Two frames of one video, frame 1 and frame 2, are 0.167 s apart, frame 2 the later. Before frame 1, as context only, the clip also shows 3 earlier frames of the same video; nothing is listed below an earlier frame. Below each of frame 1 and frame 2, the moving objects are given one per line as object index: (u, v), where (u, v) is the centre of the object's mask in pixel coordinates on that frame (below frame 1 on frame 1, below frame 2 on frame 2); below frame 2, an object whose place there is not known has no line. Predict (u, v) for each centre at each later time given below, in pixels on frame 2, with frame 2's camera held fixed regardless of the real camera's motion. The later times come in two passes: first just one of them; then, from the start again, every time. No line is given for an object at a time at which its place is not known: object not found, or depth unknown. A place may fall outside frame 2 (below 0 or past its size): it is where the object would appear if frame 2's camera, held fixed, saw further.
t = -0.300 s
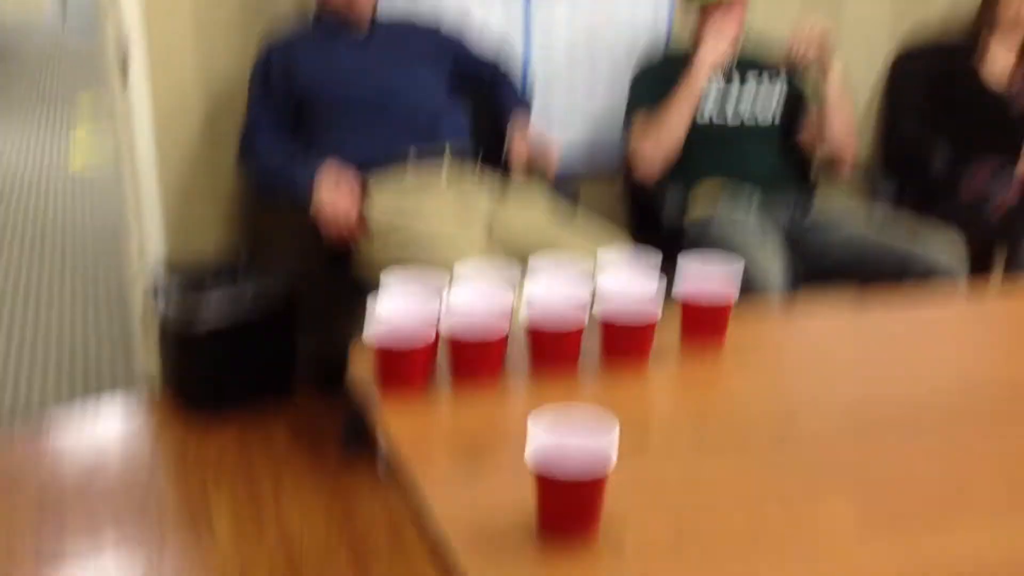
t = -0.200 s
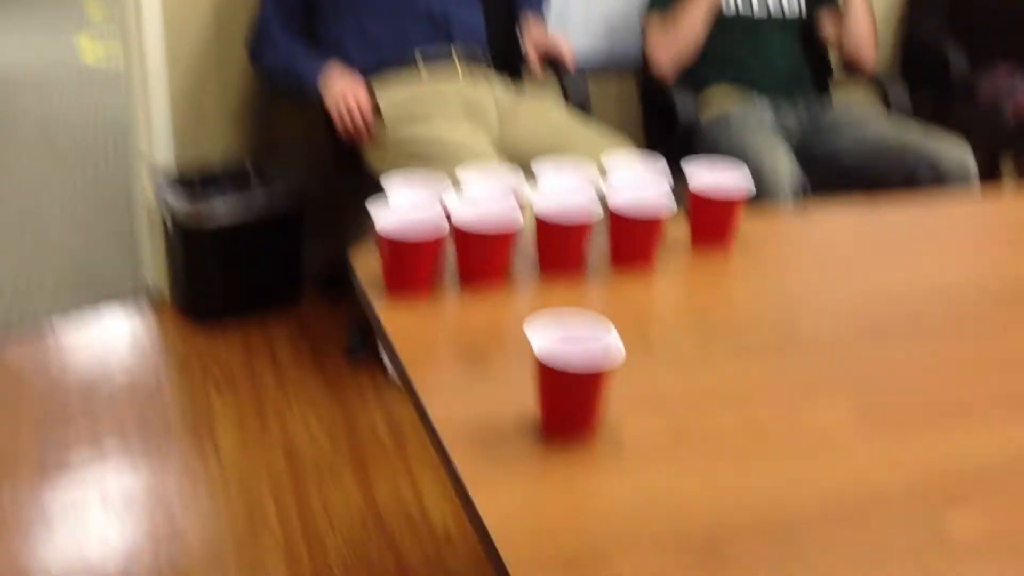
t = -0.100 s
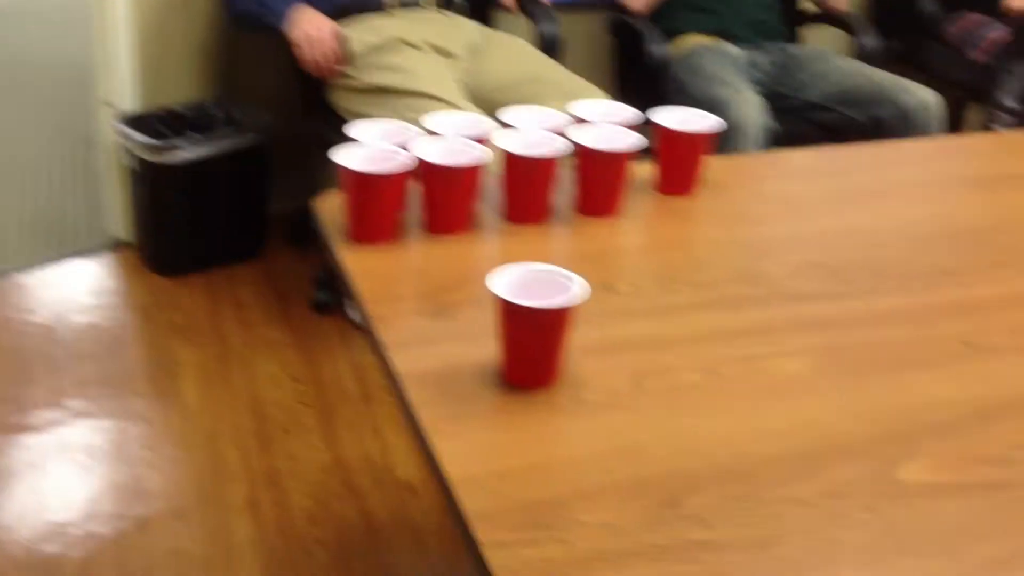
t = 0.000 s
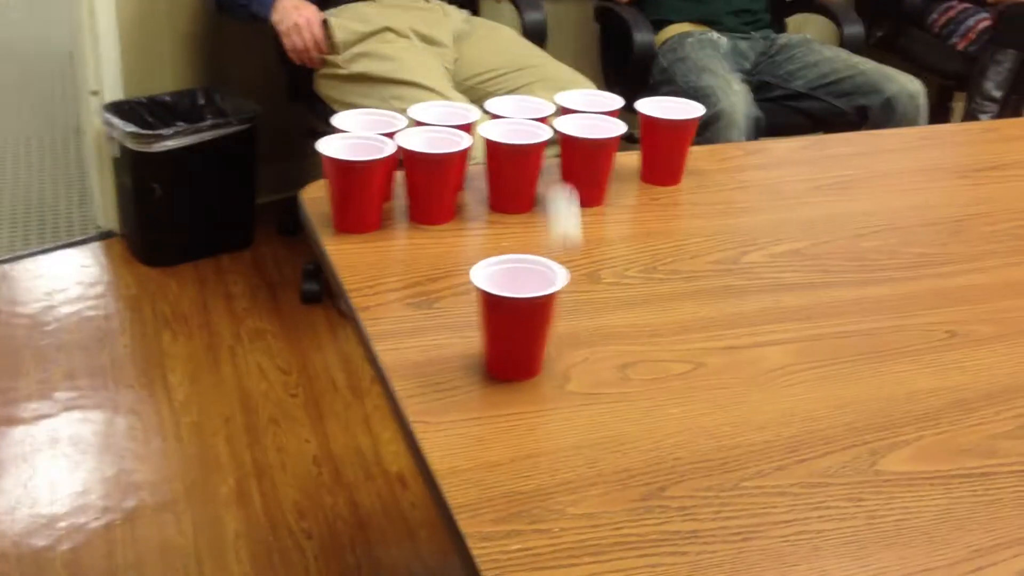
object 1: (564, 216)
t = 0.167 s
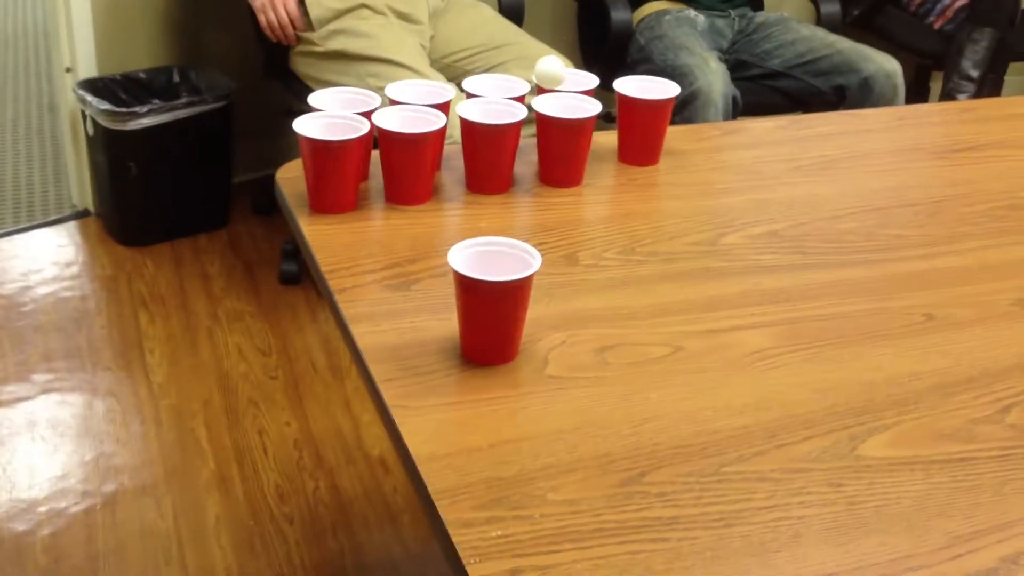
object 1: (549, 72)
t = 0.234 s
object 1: (547, 80)
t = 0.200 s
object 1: (549, 73)
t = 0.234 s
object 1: (547, 80)
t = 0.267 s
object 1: (545, 107)
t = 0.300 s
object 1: (545, 131)
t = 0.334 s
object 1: (534, 161)
